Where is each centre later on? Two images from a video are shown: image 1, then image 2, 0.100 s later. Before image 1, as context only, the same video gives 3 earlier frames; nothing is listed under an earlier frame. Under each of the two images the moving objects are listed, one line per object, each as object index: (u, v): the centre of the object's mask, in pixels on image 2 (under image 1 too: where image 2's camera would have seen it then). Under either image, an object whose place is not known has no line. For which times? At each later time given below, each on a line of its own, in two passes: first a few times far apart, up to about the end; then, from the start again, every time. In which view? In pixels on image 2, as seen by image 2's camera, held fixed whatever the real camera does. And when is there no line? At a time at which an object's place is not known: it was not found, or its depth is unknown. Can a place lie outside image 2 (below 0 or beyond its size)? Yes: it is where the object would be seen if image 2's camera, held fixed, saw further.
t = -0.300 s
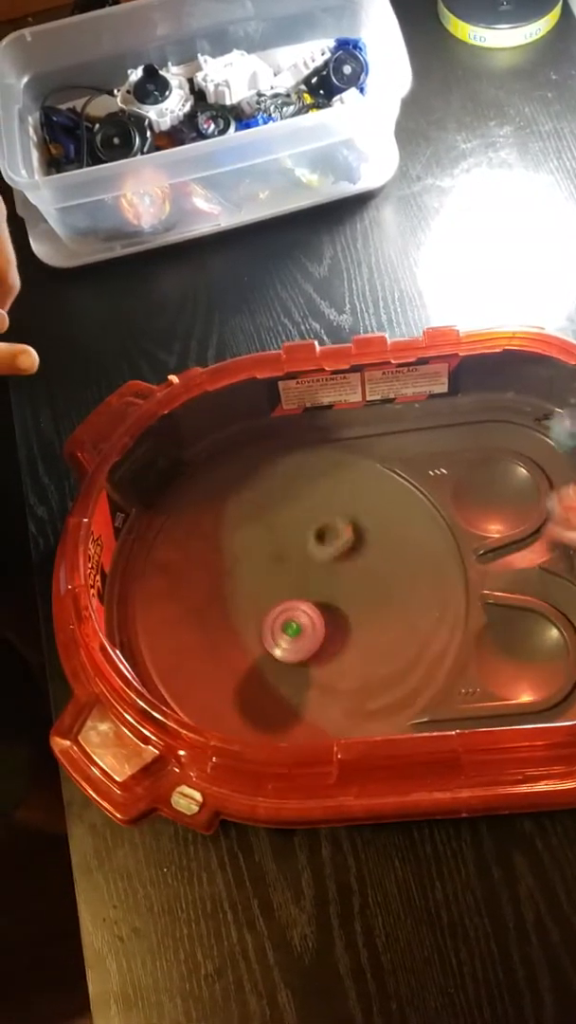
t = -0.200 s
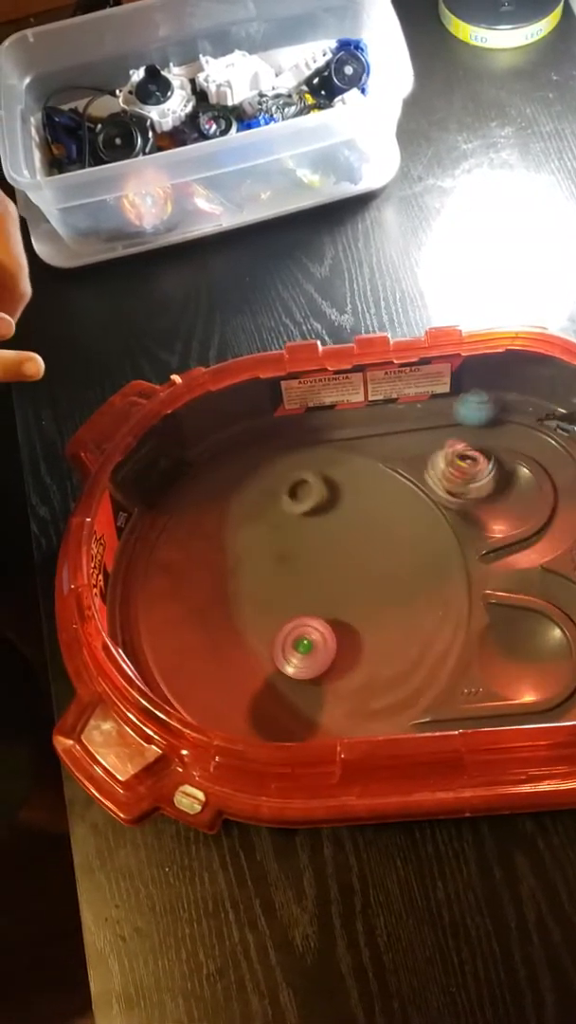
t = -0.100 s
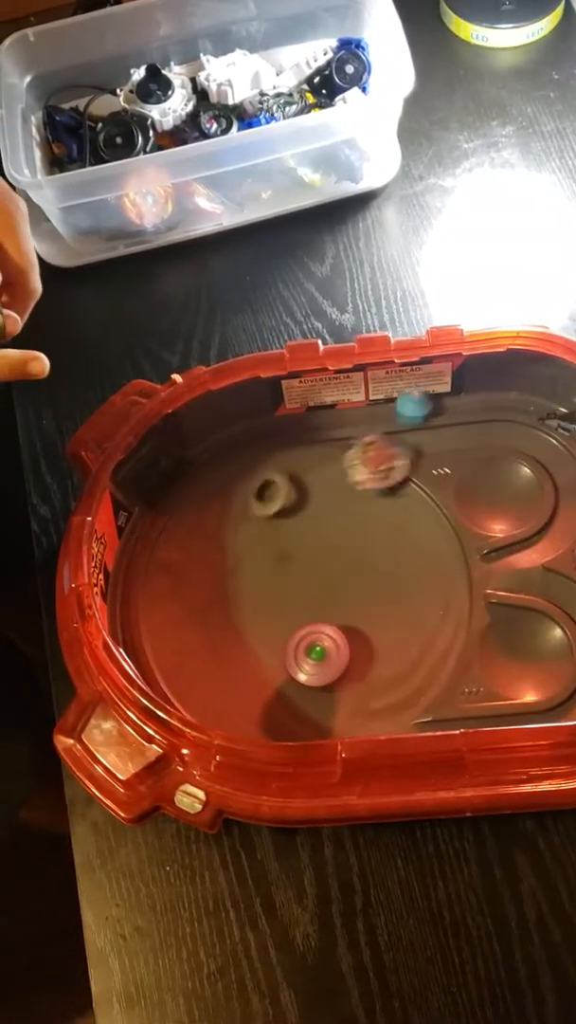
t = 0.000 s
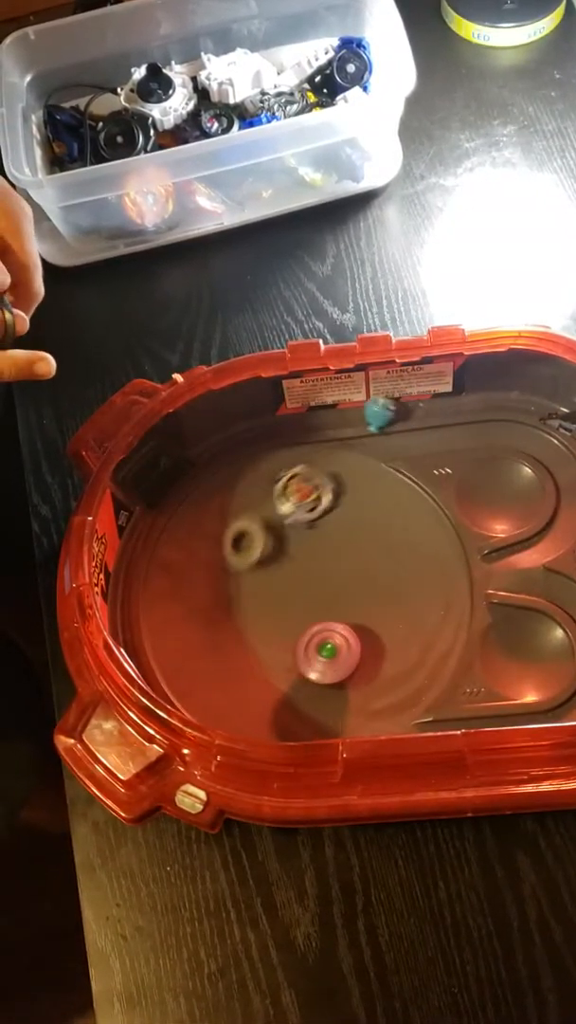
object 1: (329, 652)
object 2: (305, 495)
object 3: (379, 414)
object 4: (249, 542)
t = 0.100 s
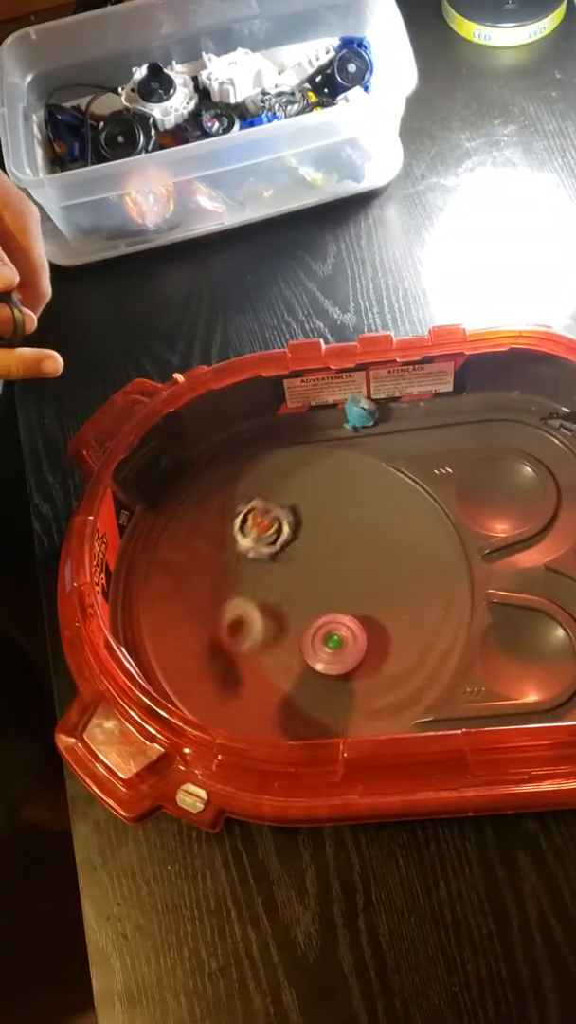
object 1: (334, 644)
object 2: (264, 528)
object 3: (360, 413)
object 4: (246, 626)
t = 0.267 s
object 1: (330, 625)
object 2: (257, 556)
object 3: (356, 420)
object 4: (331, 689)
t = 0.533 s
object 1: (303, 599)
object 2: (258, 558)
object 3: (348, 420)
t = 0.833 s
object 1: (286, 588)
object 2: (182, 594)
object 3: (342, 420)
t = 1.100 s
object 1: (289, 586)
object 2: (230, 654)
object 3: (341, 421)
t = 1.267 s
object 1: (356, 645)
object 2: (257, 660)
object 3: (340, 421)
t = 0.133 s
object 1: (335, 640)
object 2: (257, 538)
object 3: (359, 413)
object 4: (255, 652)
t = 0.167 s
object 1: (335, 637)
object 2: (254, 545)
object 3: (359, 414)
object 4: (268, 681)
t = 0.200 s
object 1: (334, 633)
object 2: (255, 550)
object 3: (359, 414)
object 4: (281, 713)
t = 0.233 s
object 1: (333, 629)
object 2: (255, 553)
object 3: (357, 415)
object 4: (305, 707)
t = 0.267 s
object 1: (330, 625)
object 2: (257, 556)
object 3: (356, 420)
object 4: (331, 689)
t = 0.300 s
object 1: (327, 621)
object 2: (257, 558)
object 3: (354, 421)
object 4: (365, 671)
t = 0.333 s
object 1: (324, 617)
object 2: (258, 558)
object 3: (352, 420)
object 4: (400, 658)
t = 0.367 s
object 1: (321, 614)
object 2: (258, 559)
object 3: (351, 418)
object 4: (435, 651)
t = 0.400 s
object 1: (317, 611)
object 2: (258, 559)
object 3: (350, 418)
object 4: (466, 648)
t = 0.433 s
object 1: (314, 608)
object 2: (258, 559)
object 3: (350, 418)
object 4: (511, 632)
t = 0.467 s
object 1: (310, 605)
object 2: (258, 559)
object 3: (349, 420)
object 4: (546, 615)
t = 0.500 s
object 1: (307, 602)
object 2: (258, 559)
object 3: (349, 420)
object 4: (568, 598)
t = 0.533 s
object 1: (303, 599)
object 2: (258, 558)
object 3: (348, 420)
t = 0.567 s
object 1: (301, 597)
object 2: (258, 559)
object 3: (348, 420)
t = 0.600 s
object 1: (298, 595)
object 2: (260, 558)
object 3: (348, 420)
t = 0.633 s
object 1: (295, 593)
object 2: (260, 558)
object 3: (347, 420)
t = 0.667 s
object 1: (292, 592)
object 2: (260, 556)
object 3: (346, 421)
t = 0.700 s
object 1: (290, 591)
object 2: (260, 556)
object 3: (345, 421)
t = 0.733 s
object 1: (288, 591)
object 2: (232, 568)
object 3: (344, 420)
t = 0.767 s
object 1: (287, 590)
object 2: (201, 576)
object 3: (343, 420)
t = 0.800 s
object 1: (286, 589)
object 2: (181, 585)
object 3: (342, 420)
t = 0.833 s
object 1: (286, 588)
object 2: (182, 594)
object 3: (342, 420)
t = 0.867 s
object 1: (285, 587)
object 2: (184, 604)
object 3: (342, 420)
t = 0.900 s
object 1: (284, 586)
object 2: (188, 610)
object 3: (341, 420)
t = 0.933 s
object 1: (284, 586)
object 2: (193, 613)
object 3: (342, 420)
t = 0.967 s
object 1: (283, 585)
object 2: (199, 615)
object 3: (341, 420)
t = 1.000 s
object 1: (283, 584)
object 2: (204, 616)
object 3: (341, 420)
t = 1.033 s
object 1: (283, 584)
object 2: (213, 632)
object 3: (341, 421)
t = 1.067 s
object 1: (284, 583)
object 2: (221, 645)
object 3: (341, 421)
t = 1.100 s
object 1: (289, 586)
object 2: (230, 654)
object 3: (341, 421)
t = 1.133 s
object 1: (305, 601)
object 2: (239, 659)
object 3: (340, 421)
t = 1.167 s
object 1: (318, 616)
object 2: (247, 661)
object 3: (340, 421)
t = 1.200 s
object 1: (331, 628)
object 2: (252, 662)
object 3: (340, 421)
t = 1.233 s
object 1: (345, 637)
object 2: (256, 661)
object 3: (340, 421)
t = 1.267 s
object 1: (356, 645)
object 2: (257, 660)
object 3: (340, 421)
